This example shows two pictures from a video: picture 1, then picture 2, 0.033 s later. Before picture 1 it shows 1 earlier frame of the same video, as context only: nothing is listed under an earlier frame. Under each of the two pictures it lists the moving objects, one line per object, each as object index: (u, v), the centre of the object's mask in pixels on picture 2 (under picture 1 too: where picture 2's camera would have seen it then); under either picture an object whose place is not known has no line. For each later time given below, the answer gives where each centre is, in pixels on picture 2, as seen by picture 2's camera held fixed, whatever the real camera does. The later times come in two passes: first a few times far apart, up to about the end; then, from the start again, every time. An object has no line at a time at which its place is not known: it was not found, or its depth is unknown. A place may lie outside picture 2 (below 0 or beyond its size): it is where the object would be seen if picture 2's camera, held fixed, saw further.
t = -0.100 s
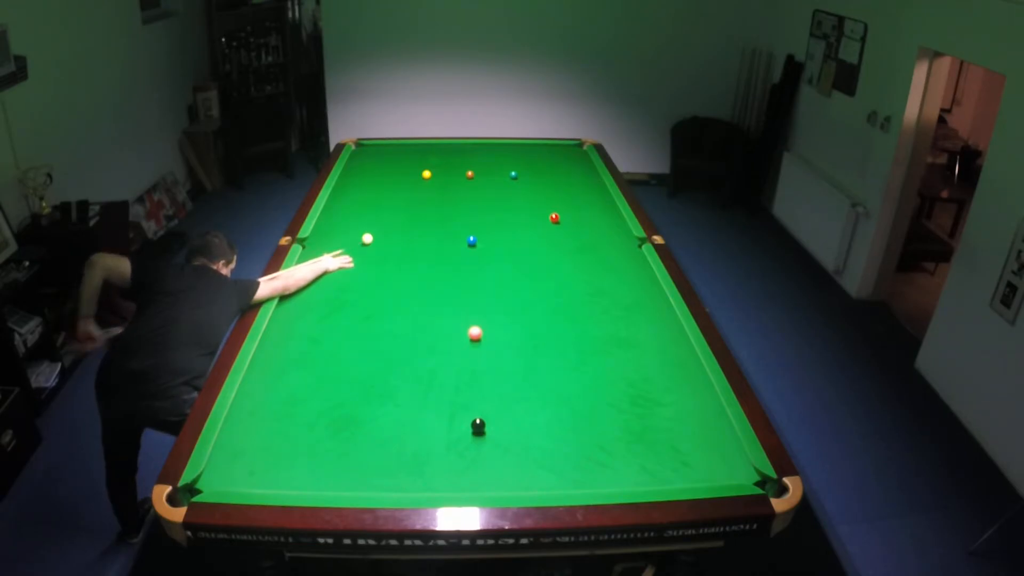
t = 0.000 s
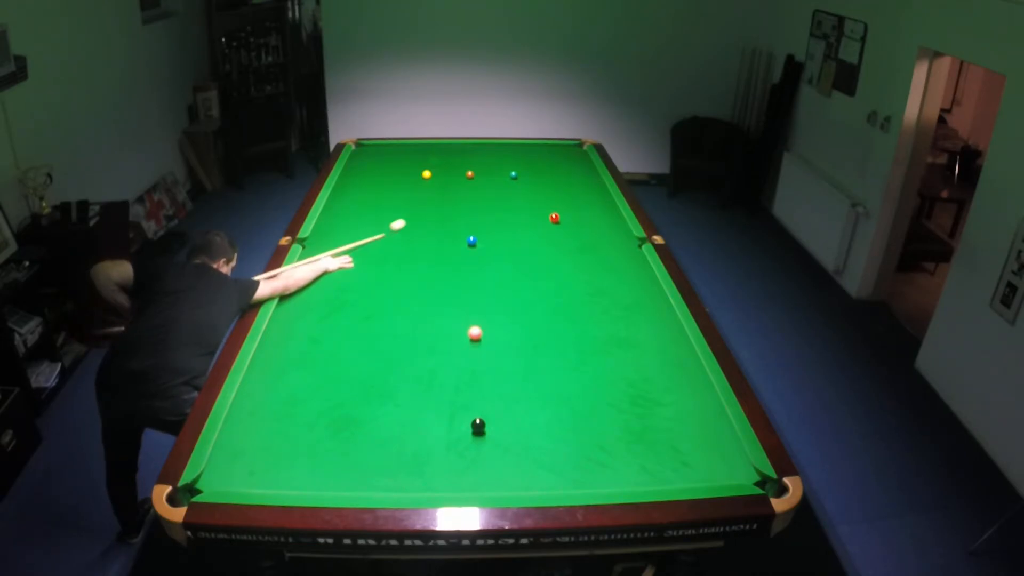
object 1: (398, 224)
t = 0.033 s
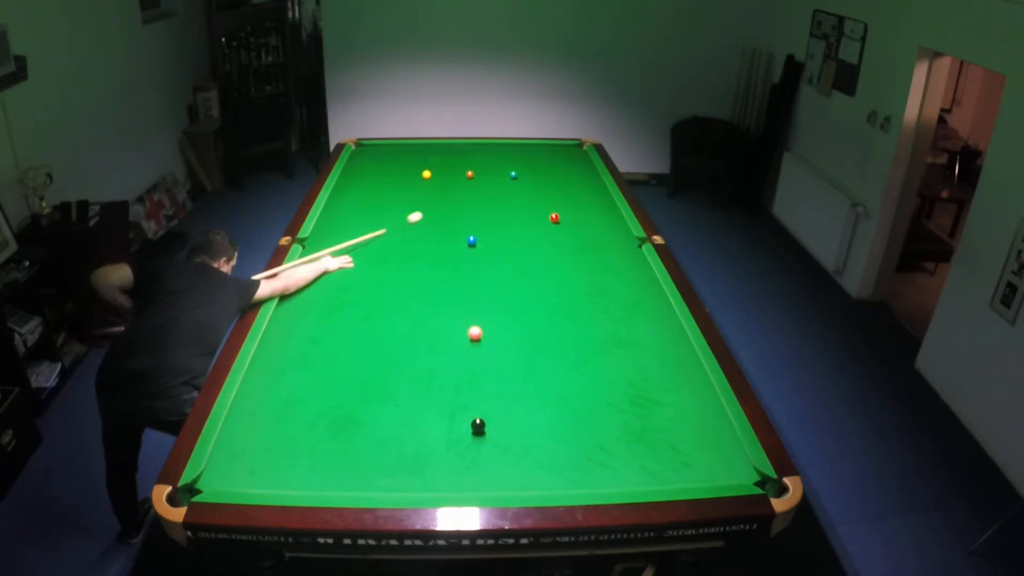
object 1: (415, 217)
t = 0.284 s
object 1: (509, 176)
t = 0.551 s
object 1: (504, 178)
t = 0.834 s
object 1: (495, 182)
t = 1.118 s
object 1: (486, 186)
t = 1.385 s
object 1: (479, 189)
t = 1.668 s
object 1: (471, 192)
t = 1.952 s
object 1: (464, 195)
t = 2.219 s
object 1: (458, 197)
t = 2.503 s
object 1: (453, 200)
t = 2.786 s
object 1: (448, 202)
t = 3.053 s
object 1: (444, 203)
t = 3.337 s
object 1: (441, 205)
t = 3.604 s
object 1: (438, 206)
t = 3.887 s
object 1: (437, 207)
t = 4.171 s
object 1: (436, 207)
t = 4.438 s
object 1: (436, 207)
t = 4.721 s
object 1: (436, 207)
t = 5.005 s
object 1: (436, 207)
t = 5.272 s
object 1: (436, 207)
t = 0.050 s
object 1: (423, 213)
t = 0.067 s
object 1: (431, 210)
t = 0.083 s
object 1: (438, 207)
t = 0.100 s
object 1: (445, 204)
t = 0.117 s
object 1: (453, 200)
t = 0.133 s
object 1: (459, 197)
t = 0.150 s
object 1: (466, 195)
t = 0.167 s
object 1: (473, 192)
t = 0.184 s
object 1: (479, 189)
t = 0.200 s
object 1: (485, 186)
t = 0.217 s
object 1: (491, 184)
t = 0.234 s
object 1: (496, 182)
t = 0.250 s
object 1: (502, 179)
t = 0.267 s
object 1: (507, 177)
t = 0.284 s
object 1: (509, 176)
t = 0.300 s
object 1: (509, 176)
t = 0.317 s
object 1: (509, 176)
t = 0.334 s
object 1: (509, 176)
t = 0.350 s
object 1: (509, 176)
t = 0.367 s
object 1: (509, 176)
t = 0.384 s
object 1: (508, 176)
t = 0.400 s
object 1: (508, 176)
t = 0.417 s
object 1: (508, 176)
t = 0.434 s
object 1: (508, 177)
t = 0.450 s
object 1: (507, 177)
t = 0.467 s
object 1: (507, 177)
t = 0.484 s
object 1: (506, 177)
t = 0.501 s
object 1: (506, 177)
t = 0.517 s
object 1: (505, 178)
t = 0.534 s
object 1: (504, 178)
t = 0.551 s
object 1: (504, 178)
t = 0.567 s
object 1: (503, 178)
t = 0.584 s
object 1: (503, 179)
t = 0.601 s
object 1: (502, 179)
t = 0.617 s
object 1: (502, 179)
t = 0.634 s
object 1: (501, 179)
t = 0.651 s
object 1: (501, 180)
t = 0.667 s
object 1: (500, 180)
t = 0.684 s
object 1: (500, 180)
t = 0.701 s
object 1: (499, 180)
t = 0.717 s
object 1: (499, 180)
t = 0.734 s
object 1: (498, 181)
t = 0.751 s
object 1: (498, 181)
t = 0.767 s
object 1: (497, 181)
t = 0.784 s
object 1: (497, 181)
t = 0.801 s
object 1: (496, 182)
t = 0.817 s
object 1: (495, 182)
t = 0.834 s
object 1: (495, 182)
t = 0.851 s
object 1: (494, 182)
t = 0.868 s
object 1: (494, 182)
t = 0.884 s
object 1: (493, 183)
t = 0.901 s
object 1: (493, 183)
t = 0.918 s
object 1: (492, 183)
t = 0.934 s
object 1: (492, 183)
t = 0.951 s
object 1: (491, 183)
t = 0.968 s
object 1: (491, 184)
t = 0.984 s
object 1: (490, 184)
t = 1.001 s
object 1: (490, 184)
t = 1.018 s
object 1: (489, 184)
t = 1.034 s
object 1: (489, 185)
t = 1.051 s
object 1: (488, 185)
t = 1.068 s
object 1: (488, 185)
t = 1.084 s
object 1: (487, 185)
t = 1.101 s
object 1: (487, 185)
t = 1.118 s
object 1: (486, 186)
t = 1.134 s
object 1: (486, 186)
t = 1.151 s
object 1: (485, 186)
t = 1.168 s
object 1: (485, 186)
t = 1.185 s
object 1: (484, 186)
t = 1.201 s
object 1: (484, 187)
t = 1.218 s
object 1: (483, 187)
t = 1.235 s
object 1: (483, 187)
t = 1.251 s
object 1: (482, 187)
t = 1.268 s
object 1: (482, 187)
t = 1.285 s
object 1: (481, 188)
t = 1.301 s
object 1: (481, 188)
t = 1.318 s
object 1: (480, 188)
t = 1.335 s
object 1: (480, 188)
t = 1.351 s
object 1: (479, 188)
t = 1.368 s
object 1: (479, 188)
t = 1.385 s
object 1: (479, 189)
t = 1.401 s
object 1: (478, 189)
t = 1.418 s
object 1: (478, 189)
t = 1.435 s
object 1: (477, 189)
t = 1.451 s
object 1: (477, 190)
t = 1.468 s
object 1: (476, 190)
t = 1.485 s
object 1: (476, 190)
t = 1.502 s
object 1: (475, 190)
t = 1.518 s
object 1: (475, 190)
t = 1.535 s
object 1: (475, 190)
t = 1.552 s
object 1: (474, 191)
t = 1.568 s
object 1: (474, 191)
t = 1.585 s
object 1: (473, 191)
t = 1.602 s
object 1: (473, 191)
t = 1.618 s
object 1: (472, 191)
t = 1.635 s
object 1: (472, 192)
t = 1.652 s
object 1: (471, 192)
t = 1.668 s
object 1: (471, 192)
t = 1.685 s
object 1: (470, 192)
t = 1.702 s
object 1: (470, 192)
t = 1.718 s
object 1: (470, 193)
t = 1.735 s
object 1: (469, 193)
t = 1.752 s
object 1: (469, 193)
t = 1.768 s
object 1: (468, 193)
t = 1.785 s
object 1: (468, 193)
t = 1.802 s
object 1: (468, 193)
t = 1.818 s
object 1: (467, 193)
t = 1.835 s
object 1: (467, 194)
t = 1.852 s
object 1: (466, 194)
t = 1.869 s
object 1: (466, 194)
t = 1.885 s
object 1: (466, 194)
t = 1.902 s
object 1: (465, 194)
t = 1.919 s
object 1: (465, 194)
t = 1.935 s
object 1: (464, 195)
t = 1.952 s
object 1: (464, 195)
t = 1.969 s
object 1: (464, 195)
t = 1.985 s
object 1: (463, 195)
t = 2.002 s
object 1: (463, 195)
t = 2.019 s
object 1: (462, 195)
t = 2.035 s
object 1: (462, 196)
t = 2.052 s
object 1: (462, 196)
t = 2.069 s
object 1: (461, 196)
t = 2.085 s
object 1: (461, 196)
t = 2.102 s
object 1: (461, 196)
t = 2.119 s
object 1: (460, 196)
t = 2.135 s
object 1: (460, 196)
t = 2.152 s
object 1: (460, 197)
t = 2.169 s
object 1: (459, 197)
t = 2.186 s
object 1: (459, 197)
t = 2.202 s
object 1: (458, 197)
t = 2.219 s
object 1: (458, 197)
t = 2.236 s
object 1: (458, 197)
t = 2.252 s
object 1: (457, 198)
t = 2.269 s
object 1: (457, 198)
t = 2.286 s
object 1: (457, 198)
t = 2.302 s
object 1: (456, 198)
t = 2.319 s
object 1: (456, 198)
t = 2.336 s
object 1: (456, 198)
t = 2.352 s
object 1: (455, 199)
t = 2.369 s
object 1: (455, 199)
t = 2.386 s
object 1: (455, 199)
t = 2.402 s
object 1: (454, 199)
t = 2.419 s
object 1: (454, 199)
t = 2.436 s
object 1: (454, 199)
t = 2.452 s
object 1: (453, 199)
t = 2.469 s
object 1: (453, 199)
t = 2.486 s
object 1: (453, 199)
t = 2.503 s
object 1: (453, 200)
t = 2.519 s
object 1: (452, 200)
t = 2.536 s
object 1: (452, 200)
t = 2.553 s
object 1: (452, 200)
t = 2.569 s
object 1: (451, 200)
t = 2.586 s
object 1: (451, 200)
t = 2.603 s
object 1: (451, 201)
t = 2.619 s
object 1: (451, 201)
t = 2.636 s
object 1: (450, 201)
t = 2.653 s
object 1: (450, 201)
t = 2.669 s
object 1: (450, 201)
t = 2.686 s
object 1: (449, 201)
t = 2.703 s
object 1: (449, 201)
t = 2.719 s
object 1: (449, 201)
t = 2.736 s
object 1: (449, 201)
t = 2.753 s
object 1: (448, 202)
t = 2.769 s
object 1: (448, 202)
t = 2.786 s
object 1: (448, 202)
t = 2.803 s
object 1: (448, 202)
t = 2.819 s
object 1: (447, 202)
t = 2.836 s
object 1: (447, 202)
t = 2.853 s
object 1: (447, 202)
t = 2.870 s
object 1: (446, 202)
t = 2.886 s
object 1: (446, 202)
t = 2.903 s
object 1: (446, 202)
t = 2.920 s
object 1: (446, 203)
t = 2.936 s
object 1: (446, 203)
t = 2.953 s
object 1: (445, 203)
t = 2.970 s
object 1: (445, 203)
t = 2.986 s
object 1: (445, 203)
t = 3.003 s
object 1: (445, 203)
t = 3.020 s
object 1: (444, 203)
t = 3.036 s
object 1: (444, 203)
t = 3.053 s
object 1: (444, 203)
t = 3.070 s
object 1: (444, 203)
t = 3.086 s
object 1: (444, 203)
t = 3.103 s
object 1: (443, 204)
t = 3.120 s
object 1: (443, 204)
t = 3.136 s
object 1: (443, 204)
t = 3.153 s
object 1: (443, 204)
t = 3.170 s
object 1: (443, 204)
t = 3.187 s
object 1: (442, 204)
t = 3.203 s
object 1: (442, 204)
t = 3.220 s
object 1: (442, 204)
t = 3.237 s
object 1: (442, 204)
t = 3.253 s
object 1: (441, 204)
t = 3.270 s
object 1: (441, 204)
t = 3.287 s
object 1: (441, 205)
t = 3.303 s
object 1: (441, 205)
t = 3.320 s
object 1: (441, 205)
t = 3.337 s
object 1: (441, 205)
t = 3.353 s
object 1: (440, 205)
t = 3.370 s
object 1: (440, 205)
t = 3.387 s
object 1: (440, 205)
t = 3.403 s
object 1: (440, 205)
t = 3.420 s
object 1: (440, 205)
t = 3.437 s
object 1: (440, 205)
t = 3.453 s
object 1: (439, 205)
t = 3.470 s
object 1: (439, 205)
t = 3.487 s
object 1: (439, 205)
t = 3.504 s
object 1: (439, 206)
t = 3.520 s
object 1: (439, 206)
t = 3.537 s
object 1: (439, 206)
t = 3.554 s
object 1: (438, 206)
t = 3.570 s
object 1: (438, 206)
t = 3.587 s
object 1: (438, 206)
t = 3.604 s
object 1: (438, 206)
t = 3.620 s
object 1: (438, 206)
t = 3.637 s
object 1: (438, 206)
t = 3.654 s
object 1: (438, 206)
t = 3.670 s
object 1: (438, 206)
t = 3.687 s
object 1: (438, 206)
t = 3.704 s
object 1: (437, 206)
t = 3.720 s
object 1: (437, 206)
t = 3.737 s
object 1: (437, 206)
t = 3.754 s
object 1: (437, 206)
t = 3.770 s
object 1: (437, 206)
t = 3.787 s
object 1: (437, 206)
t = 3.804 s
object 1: (437, 206)
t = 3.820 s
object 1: (437, 207)
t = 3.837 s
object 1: (437, 207)
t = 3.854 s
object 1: (437, 207)
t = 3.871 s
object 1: (437, 207)
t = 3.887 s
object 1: (437, 207)
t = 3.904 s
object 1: (436, 207)
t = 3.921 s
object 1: (436, 207)
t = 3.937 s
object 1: (436, 207)
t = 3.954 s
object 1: (436, 207)
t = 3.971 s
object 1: (436, 207)
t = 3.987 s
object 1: (436, 207)
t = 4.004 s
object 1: (436, 207)
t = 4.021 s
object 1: (436, 207)
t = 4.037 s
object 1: (436, 207)
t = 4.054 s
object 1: (436, 207)
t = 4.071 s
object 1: (436, 207)
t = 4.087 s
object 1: (436, 207)
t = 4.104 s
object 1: (436, 207)
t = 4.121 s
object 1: (436, 207)
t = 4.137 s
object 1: (436, 207)
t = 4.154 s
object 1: (436, 207)
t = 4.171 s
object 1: (436, 207)
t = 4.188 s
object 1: (436, 207)
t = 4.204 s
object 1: (436, 207)
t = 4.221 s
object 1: (436, 207)
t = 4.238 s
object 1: (436, 207)
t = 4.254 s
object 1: (436, 207)
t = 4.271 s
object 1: (436, 207)
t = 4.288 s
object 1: (436, 207)
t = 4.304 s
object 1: (436, 207)
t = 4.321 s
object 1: (436, 207)
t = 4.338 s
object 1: (436, 207)
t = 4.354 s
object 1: (436, 207)
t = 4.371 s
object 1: (436, 207)
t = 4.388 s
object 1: (436, 207)
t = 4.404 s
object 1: (436, 207)
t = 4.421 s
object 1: (436, 207)
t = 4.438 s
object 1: (436, 207)
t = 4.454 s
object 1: (436, 207)
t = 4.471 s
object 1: (436, 207)
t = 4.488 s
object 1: (436, 207)
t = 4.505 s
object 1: (436, 207)
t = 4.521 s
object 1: (436, 207)
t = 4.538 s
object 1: (436, 207)
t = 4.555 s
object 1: (436, 207)
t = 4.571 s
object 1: (436, 207)
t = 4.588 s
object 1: (436, 207)
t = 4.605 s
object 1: (436, 207)
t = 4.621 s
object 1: (436, 207)
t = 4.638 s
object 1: (436, 207)
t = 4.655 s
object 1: (436, 207)
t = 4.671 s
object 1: (436, 207)
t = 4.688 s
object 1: (436, 207)
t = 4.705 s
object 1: (436, 207)
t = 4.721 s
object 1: (436, 207)
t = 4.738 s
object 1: (436, 207)
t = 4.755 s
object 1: (436, 207)
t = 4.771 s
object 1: (436, 207)
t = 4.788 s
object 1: (436, 207)
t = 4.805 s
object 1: (436, 207)
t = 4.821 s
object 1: (436, 207)
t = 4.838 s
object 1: (436, 207)
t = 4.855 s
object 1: (436, 207)
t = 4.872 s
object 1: (436, 207)
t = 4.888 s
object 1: (436, 207)
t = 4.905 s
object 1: (436, 207)
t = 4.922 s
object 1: (436, 207)
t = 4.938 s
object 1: (436, 207)
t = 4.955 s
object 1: (436, 207)
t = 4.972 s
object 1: (436, 207)
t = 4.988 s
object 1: (436, 207)
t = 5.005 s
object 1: (436, 207)
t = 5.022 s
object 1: (436, 207)
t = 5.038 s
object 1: (436, 207)
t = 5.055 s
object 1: (436, 207)
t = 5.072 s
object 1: (436, 207)
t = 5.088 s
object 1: (436, 207)
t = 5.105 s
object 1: (436, 207)
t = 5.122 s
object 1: (436, 207)
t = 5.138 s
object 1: (436, 207)
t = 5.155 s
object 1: (436, 207)
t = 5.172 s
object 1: (436, 207)
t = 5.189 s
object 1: (436, 207)
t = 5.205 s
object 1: (436, 207)
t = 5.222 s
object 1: (436, 207)
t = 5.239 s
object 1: (436, 207)
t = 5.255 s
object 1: (436, 207)
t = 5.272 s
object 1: (436, 207)
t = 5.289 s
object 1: (436, 207)
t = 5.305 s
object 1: (436, 207)
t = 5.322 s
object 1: (436, 207)
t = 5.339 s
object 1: (436, 207)
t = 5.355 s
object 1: (436, 207)
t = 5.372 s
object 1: (436, 207)
